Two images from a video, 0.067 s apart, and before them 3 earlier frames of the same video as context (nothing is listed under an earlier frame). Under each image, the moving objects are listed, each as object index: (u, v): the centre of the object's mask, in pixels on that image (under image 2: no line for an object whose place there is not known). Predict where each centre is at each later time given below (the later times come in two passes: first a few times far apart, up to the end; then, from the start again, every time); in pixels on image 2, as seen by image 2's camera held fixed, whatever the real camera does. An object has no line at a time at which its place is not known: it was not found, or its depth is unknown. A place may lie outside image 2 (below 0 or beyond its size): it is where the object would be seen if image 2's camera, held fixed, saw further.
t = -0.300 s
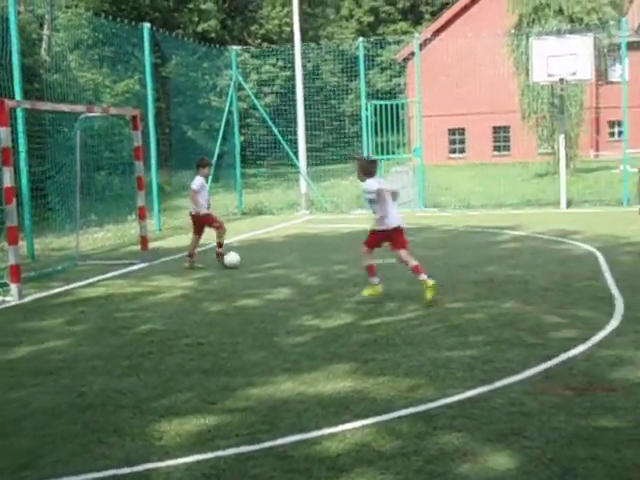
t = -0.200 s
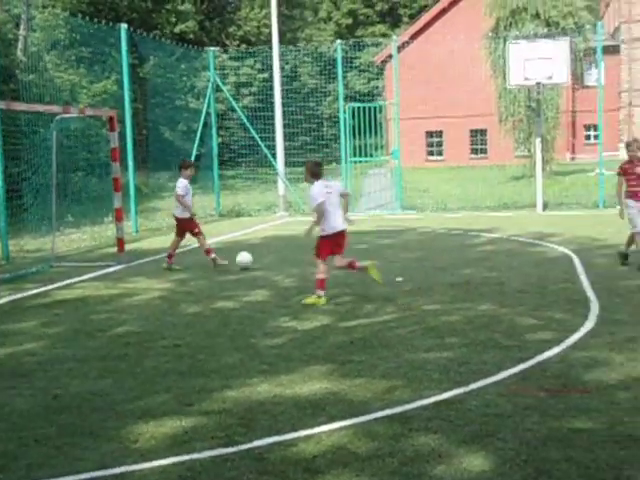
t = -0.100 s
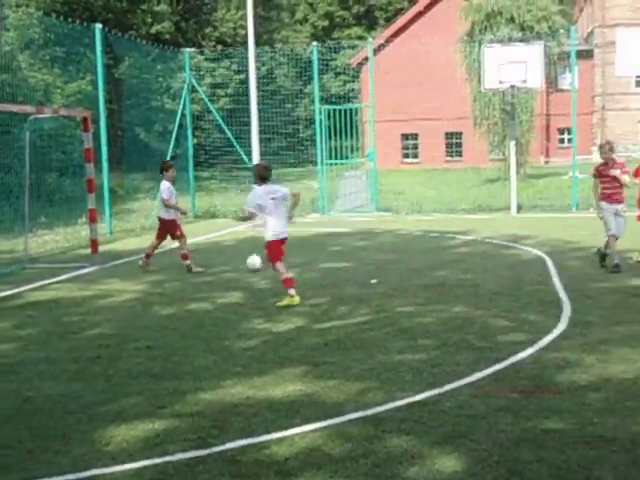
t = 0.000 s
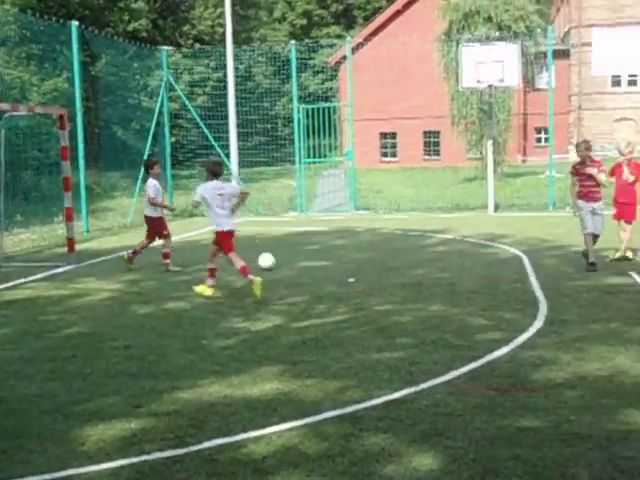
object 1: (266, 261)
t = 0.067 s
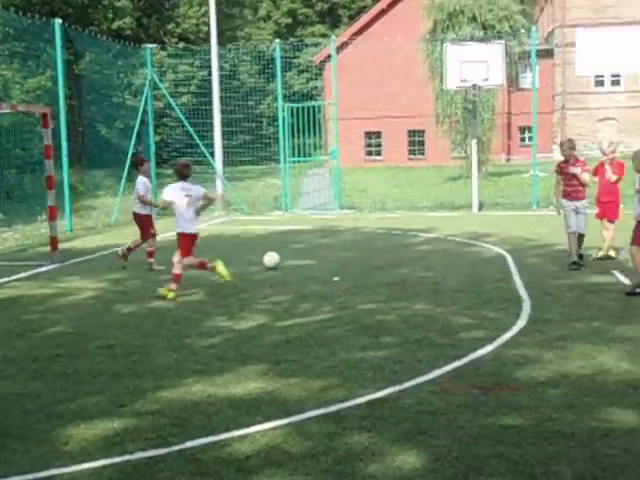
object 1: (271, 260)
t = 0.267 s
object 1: (326, 259)
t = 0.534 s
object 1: (386, 259)
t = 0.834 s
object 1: (452, 259)
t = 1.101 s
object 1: (509, 258)
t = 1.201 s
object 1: (530, 258)
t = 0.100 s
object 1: (281, 261)
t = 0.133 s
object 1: (290, 260)
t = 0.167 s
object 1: (300, 260)
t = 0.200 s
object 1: (309, 260)
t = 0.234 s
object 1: (317, 260)
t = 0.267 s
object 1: (326, 259)
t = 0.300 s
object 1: (334, 260)
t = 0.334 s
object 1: (342, 260)
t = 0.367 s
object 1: (349, 259)
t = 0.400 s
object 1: (356, 259)
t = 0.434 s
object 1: (364, 260)
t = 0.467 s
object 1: (371, 261)
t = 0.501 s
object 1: (378, 259)
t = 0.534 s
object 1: (386, 259)
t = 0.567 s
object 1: (393, 260)
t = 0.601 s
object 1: (400, 259)
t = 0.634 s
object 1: (408, 259)
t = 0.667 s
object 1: (415, 259)
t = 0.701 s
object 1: (423, 259)
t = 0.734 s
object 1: (430, 259)
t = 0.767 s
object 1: (438, 259)
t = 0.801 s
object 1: (445, 259)
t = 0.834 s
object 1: (452, 259)
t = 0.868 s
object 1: (460, 259)
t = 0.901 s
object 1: (466, 259)
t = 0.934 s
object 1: (474, 259)
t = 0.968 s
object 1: (481, 259)
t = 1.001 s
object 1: (487, 259)
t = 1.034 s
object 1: (495, 260)
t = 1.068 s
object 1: (502, 260)
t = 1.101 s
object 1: (509, 258)
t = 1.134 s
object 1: (516, 258)
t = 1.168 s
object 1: (523, 258)
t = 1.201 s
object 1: (530, 258)
